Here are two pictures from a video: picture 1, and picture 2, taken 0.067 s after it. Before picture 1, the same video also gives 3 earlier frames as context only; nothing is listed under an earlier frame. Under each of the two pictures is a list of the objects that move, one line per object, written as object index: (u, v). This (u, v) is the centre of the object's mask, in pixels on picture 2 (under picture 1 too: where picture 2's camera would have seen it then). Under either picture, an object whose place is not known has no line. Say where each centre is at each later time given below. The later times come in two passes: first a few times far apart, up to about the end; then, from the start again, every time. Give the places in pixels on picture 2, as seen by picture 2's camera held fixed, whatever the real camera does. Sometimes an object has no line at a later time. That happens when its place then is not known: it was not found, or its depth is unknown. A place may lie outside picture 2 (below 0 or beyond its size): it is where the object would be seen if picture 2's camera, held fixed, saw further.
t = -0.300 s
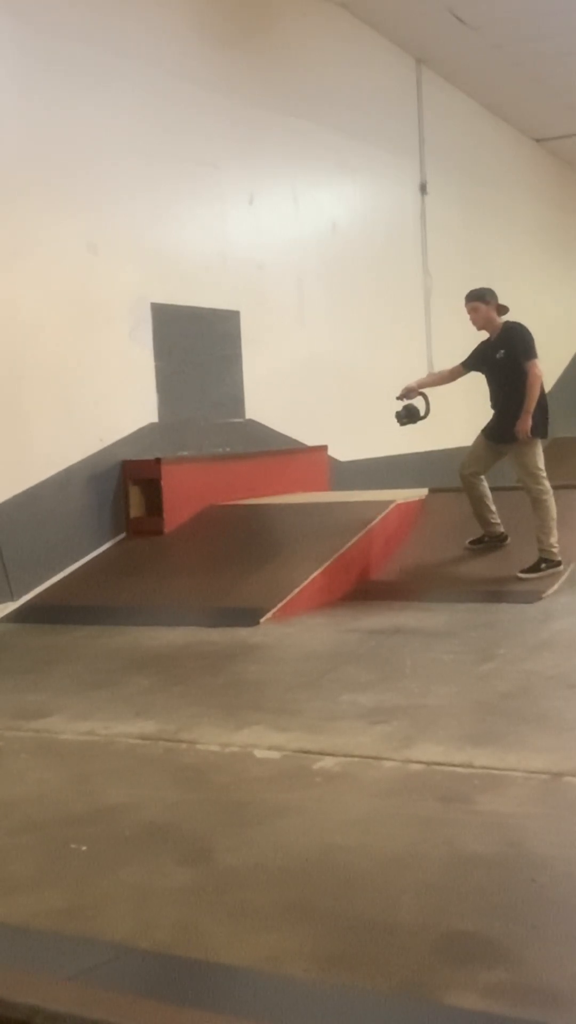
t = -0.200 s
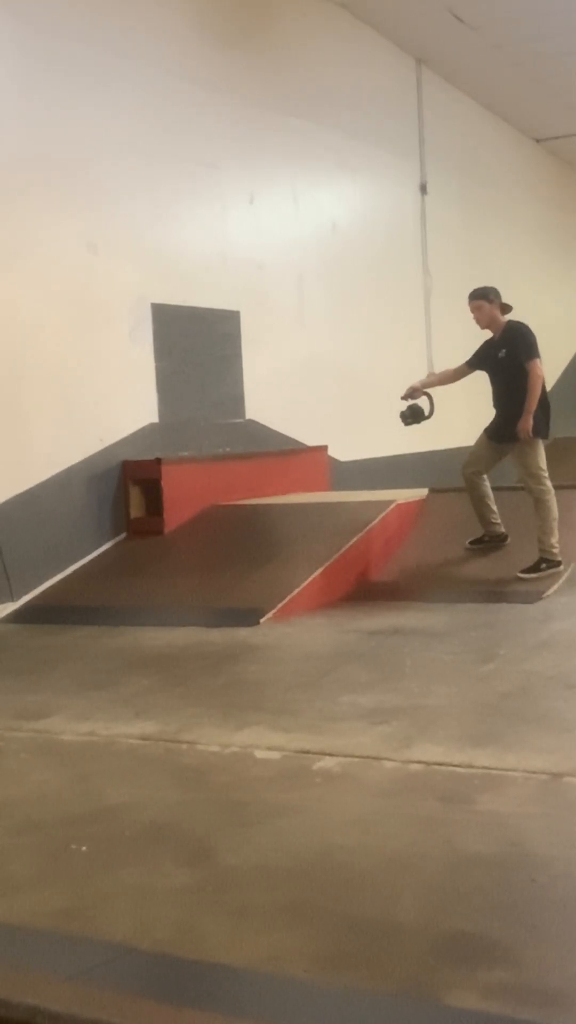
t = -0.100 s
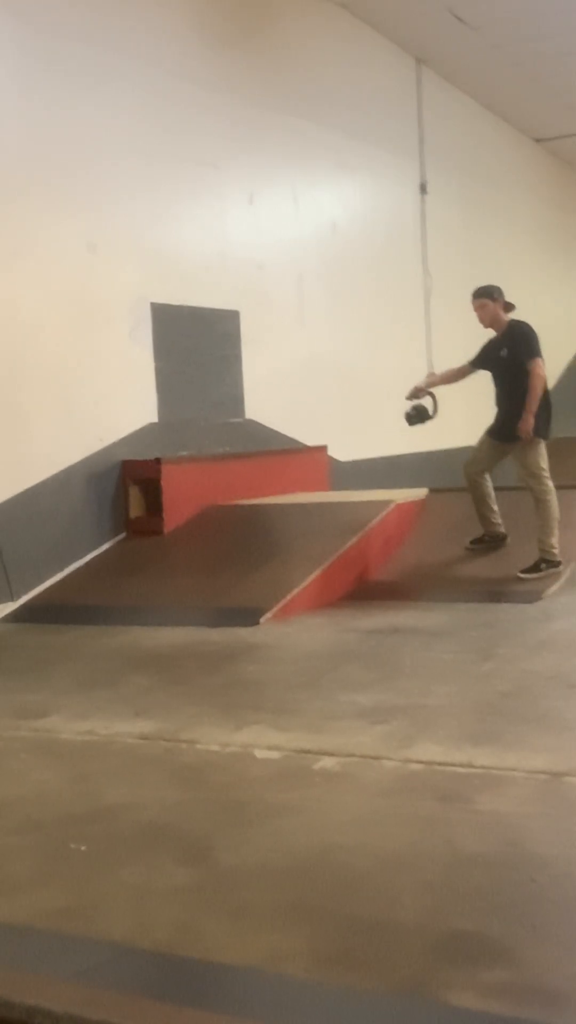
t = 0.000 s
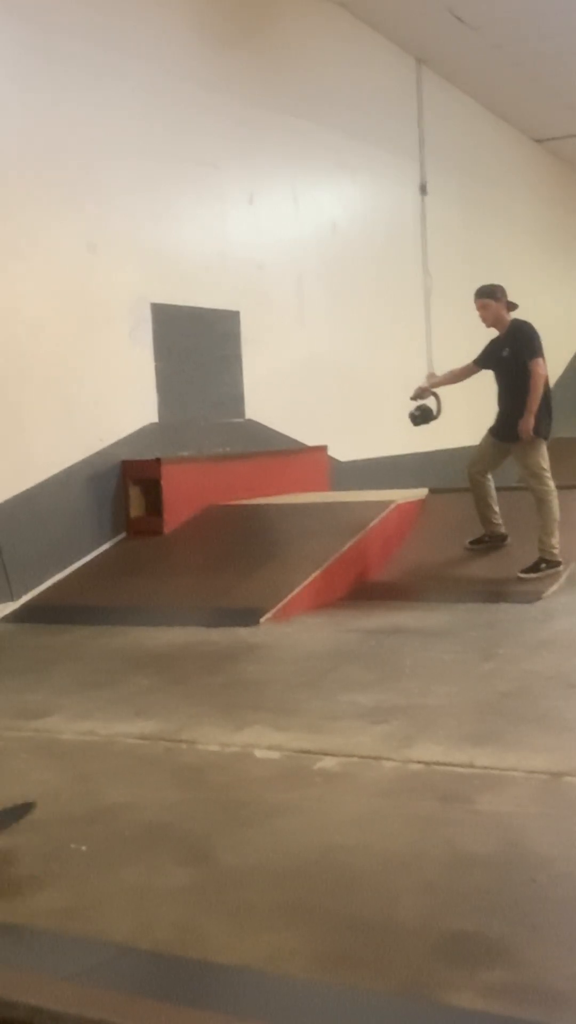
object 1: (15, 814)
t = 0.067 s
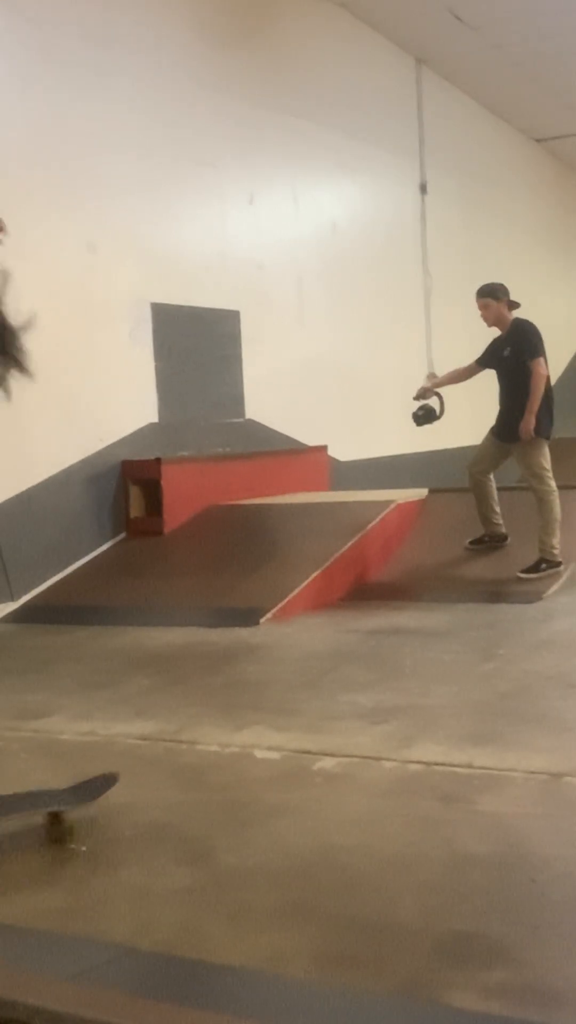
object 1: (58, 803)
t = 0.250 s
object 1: (202, 761)
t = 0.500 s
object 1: (446, 704)
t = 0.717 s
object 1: (557, 680)
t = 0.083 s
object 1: (71, 800)
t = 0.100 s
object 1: (82, 793)
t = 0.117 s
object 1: (92, 789)
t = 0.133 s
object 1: (100, 785)
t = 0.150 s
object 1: (103, 784)
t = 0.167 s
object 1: (111, 784)
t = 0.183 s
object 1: (125, 779)
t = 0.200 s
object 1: (143, 775)
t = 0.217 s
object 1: (163, 770)
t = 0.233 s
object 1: (182, 766)
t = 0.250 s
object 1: (202, 761)
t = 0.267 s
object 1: (219, 758)
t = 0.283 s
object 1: (239, 753)
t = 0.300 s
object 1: (254, 748)
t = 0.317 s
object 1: (279, 742)
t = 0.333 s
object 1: (293, 738)
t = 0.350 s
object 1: (304, 735)
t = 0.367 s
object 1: (321, 731)
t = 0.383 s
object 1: (338, 726)
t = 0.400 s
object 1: (353, 724)
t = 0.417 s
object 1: (370, 720)
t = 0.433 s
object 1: (386, 716)
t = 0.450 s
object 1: (401, 712)
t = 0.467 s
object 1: (418, 709)
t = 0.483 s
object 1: (433, 705)
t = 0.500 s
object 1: (446, 704)
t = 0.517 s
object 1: (458, 703)
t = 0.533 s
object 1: (472, 698)
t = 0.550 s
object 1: (484, 697)
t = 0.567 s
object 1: (496, 694)
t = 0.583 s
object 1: (506, 691)
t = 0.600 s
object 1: (510, 690)
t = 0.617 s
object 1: (515, 690)
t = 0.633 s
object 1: (521, 687)
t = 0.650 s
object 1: (528, 686)
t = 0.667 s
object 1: (536, 685)
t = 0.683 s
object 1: (543, 683)
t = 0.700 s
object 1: (551, 682)
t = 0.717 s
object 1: (557, 680)
